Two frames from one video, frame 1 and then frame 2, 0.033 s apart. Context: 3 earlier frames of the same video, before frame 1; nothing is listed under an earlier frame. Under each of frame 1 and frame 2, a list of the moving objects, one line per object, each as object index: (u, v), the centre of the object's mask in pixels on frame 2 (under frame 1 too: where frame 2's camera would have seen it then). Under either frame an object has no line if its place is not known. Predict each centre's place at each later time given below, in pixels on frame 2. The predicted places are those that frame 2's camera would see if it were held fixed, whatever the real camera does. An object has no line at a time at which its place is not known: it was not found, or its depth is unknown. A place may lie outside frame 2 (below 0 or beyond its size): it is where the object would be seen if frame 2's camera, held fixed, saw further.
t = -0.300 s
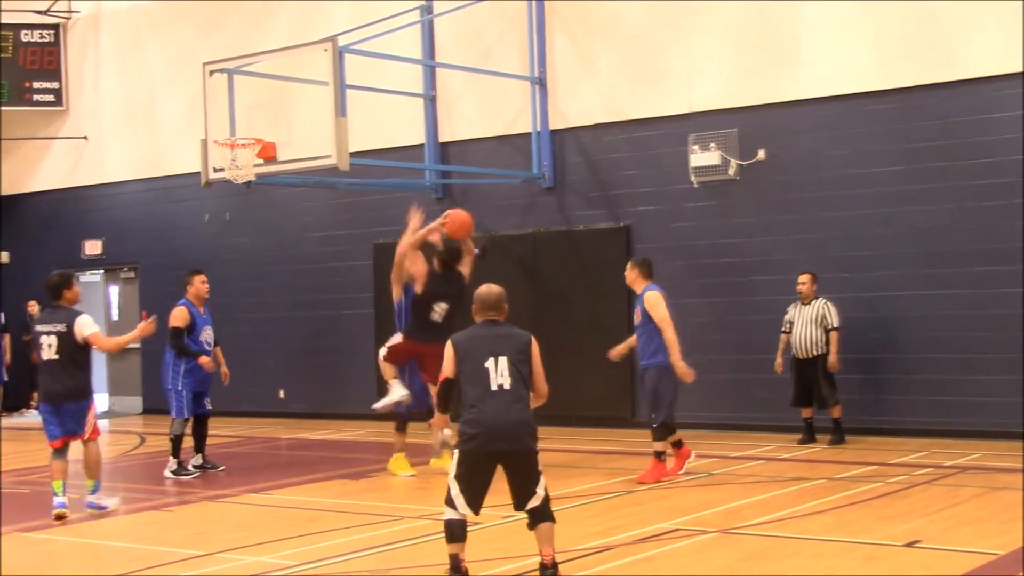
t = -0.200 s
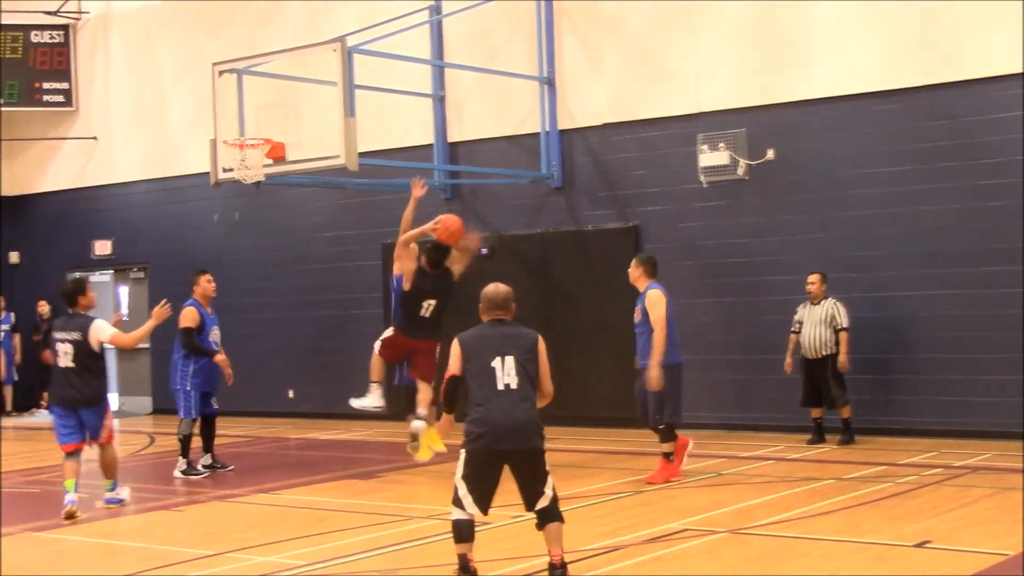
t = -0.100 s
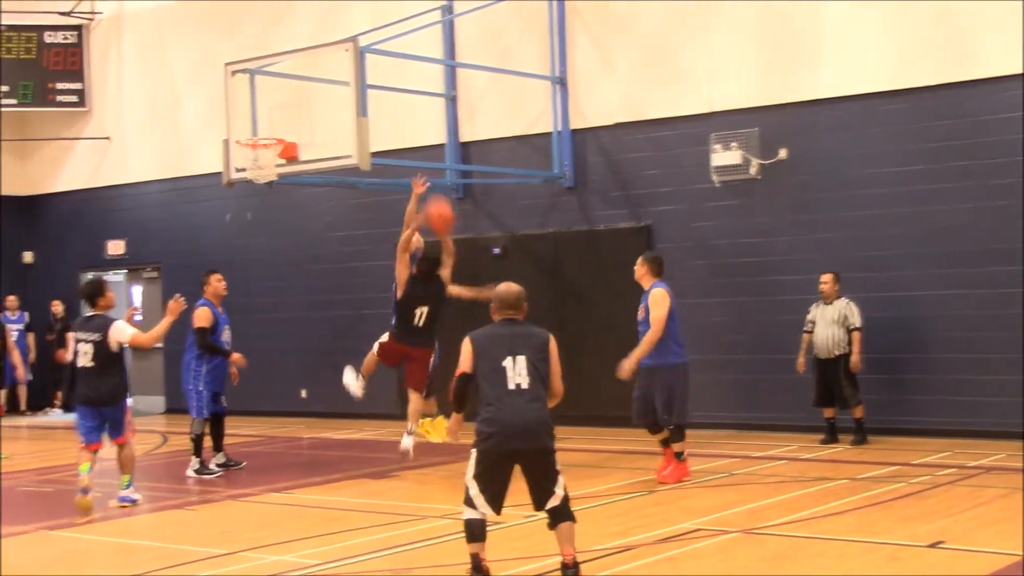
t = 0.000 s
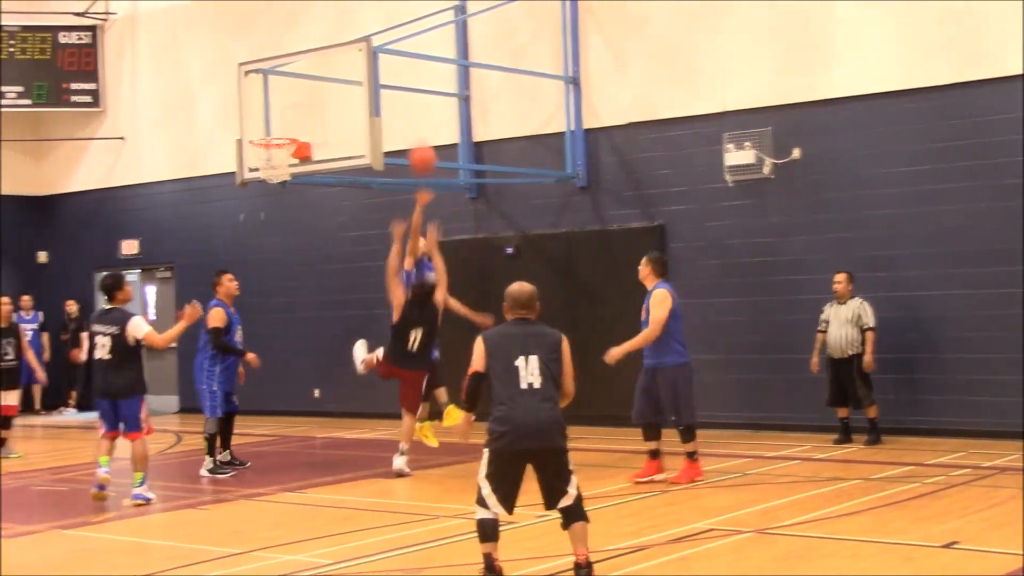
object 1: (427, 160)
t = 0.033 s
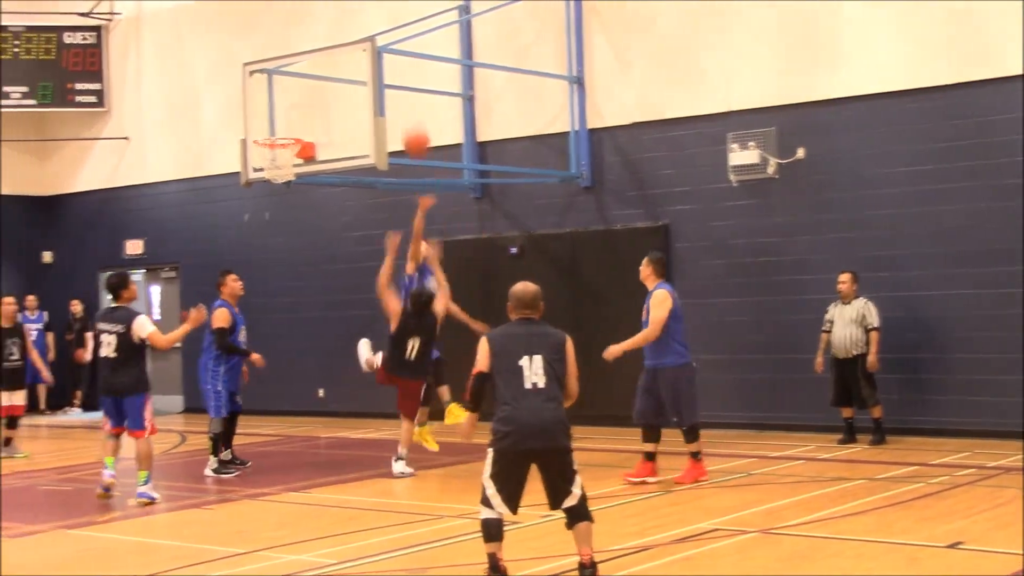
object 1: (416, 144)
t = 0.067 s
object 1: (407, 126)
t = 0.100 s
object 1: (397, 114)
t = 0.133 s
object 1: (387, 102)
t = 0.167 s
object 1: (378, 92)
